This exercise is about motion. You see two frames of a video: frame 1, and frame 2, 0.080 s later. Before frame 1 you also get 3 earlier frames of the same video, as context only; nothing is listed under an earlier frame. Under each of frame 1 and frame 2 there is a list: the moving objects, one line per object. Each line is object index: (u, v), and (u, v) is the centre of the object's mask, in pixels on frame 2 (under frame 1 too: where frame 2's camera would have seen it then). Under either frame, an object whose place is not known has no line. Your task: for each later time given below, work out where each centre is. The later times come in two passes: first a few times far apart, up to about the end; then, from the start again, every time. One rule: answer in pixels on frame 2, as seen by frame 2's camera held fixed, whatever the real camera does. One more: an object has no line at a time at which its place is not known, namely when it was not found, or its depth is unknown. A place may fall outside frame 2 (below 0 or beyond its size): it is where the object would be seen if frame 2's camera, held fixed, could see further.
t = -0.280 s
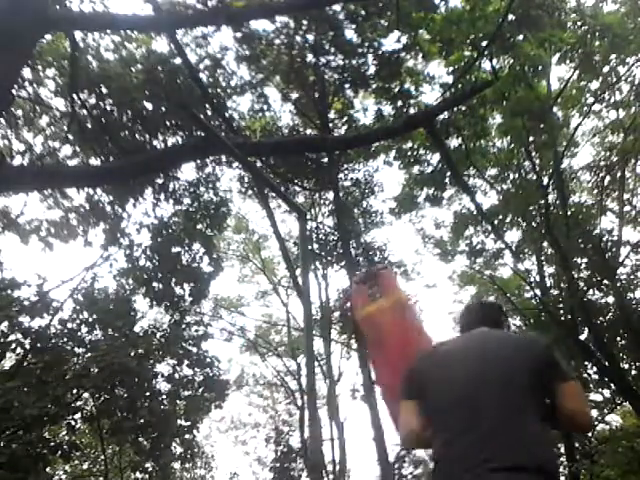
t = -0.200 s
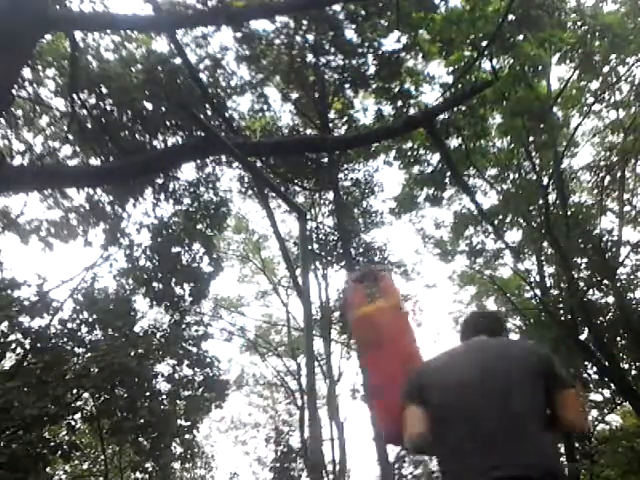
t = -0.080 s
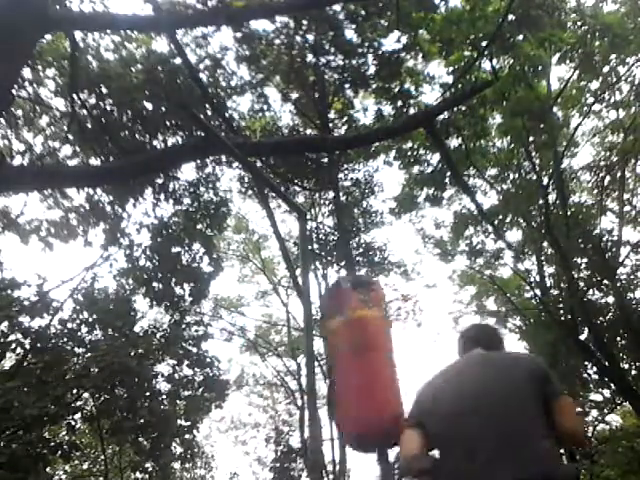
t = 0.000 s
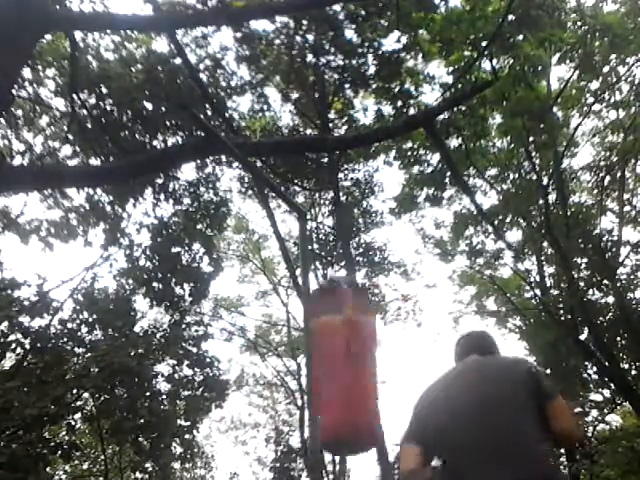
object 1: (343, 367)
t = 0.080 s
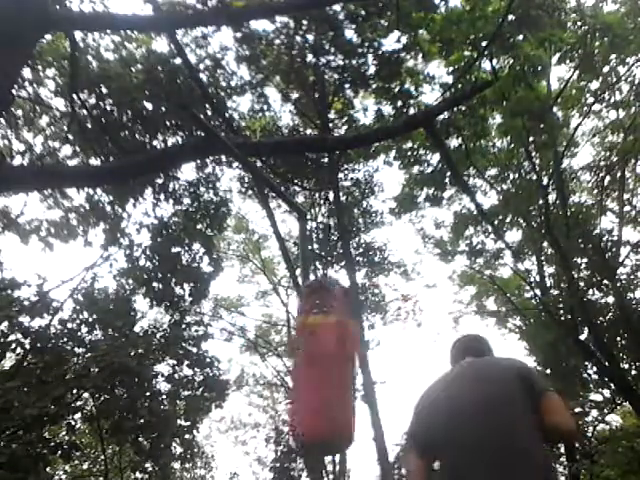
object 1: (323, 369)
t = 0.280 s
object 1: (277, 366)
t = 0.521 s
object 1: (241, 353)
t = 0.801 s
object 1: (241, 347)
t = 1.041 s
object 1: (284, 347)
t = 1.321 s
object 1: (358, 351)
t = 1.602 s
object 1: (400, 351)
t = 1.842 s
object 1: (393, 359)
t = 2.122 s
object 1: (350, 370)
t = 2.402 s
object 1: (289, 366)
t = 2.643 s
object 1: (248, 352)
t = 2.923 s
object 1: (244, 342)
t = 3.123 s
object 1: (270, 342)
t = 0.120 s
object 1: (314, 370)
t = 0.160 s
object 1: (304, 372)
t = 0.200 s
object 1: (295, 371)
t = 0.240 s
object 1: (286, 367)
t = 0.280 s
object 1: (277, 366)
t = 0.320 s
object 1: (269, 363)
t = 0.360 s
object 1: (262, 360)
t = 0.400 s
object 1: (255, 359)
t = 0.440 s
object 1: (250, 357)
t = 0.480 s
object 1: (246, 354)
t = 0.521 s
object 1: (241, 353)
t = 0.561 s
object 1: (237, 352)
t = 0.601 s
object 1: (235, 351)
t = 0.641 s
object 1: (234, 350)
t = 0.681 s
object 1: (234, 349)
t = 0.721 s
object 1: (235, 348)
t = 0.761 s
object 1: (238, 347)
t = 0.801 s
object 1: (241, 347)
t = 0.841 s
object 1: (246, 346)
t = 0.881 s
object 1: (250, 347)
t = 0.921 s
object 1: (258, 346)
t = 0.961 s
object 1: (266, 345)
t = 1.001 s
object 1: (275, 346)
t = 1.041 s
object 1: (284, 347)
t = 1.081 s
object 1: (295, 346)
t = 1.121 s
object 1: (305, 348)
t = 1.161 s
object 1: (316, 348)
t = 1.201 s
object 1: (327, 348)
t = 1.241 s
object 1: (338, 349)
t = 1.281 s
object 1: (347, 349)
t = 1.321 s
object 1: (358, 351)
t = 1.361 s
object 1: (367, 349)
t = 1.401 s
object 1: (375, 349)
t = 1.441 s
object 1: (382, 350)
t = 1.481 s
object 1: (388, 350)
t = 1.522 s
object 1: (394, 350)
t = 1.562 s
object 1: (397, 350)
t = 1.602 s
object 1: (400, 351)
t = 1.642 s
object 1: (402, 352)
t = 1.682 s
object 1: (402, 352)
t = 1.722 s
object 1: (402, 353)
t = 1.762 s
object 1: (400, 355)
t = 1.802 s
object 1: (398, 357)
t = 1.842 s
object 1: (393, 359)
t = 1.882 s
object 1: (390, 360)
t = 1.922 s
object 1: (386, 361)
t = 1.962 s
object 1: (379, 363)
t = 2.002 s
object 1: (373, 364)
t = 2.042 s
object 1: (365, 367)
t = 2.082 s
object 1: (358, 367)
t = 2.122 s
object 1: (350, 370)
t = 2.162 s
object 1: (343, 373)
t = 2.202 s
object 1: (333, 371)
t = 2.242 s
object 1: (323, 373)
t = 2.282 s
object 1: (315, 369)
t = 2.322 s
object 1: (306, 369)
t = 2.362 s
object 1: (297, 367)
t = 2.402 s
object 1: (289, 366)
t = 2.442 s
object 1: (280, 363)
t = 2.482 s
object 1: (272, 362)
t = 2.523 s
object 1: (265, 361)
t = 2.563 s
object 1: (258, 359)
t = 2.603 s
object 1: (252, 356)
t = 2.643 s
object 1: (248, 352)
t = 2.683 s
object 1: (246, 348)
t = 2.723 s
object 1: (244, 345)
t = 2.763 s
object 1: (242, 343)
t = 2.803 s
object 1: (241, 342)
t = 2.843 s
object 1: (241, 341)
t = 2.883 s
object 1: (242, 341)
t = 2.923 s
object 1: (244, 342)
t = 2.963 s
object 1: (247, 341)
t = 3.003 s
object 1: (250, 342)
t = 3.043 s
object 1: (256, 342)
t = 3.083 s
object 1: (262, 342)
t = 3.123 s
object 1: (270, 342)
